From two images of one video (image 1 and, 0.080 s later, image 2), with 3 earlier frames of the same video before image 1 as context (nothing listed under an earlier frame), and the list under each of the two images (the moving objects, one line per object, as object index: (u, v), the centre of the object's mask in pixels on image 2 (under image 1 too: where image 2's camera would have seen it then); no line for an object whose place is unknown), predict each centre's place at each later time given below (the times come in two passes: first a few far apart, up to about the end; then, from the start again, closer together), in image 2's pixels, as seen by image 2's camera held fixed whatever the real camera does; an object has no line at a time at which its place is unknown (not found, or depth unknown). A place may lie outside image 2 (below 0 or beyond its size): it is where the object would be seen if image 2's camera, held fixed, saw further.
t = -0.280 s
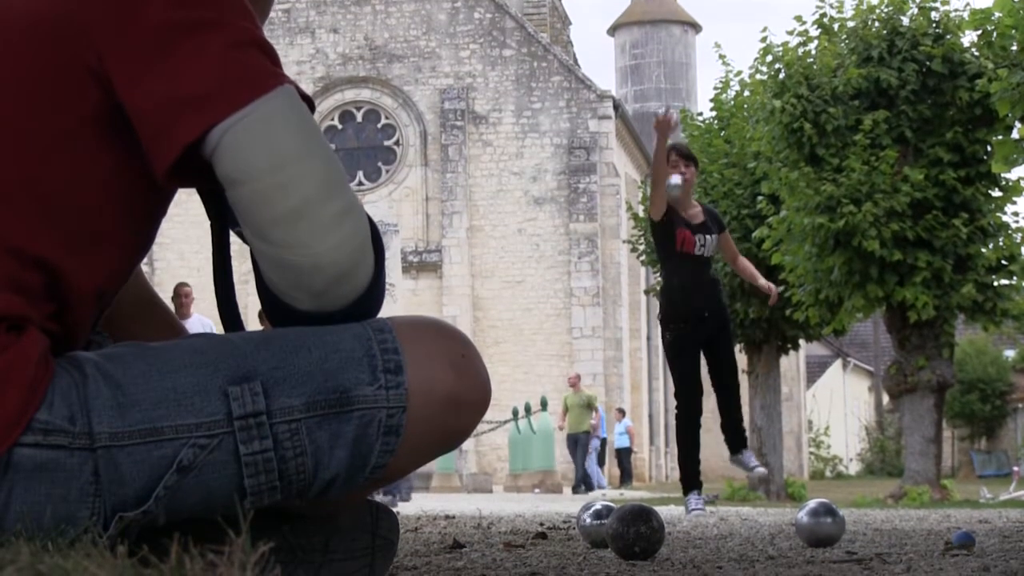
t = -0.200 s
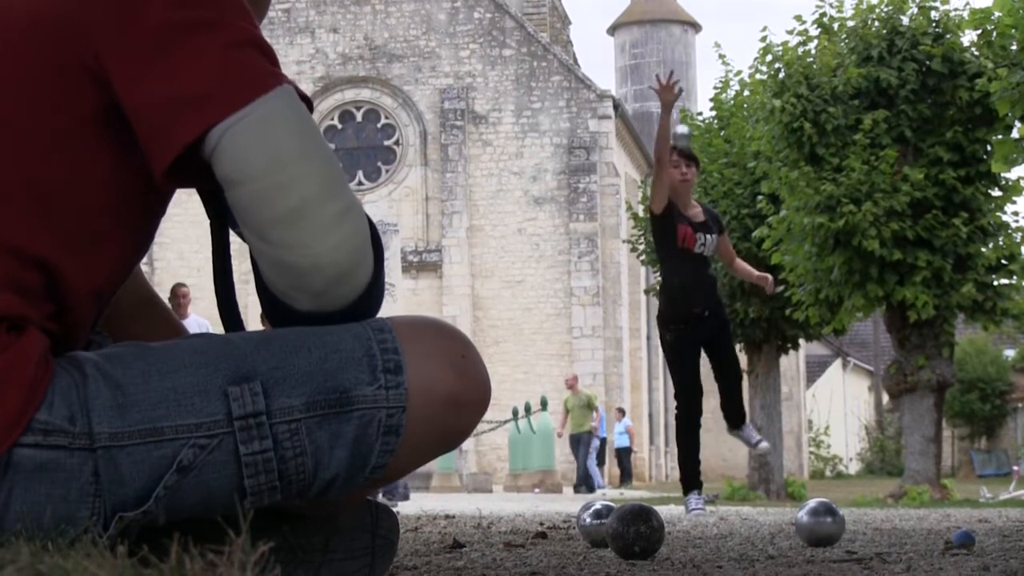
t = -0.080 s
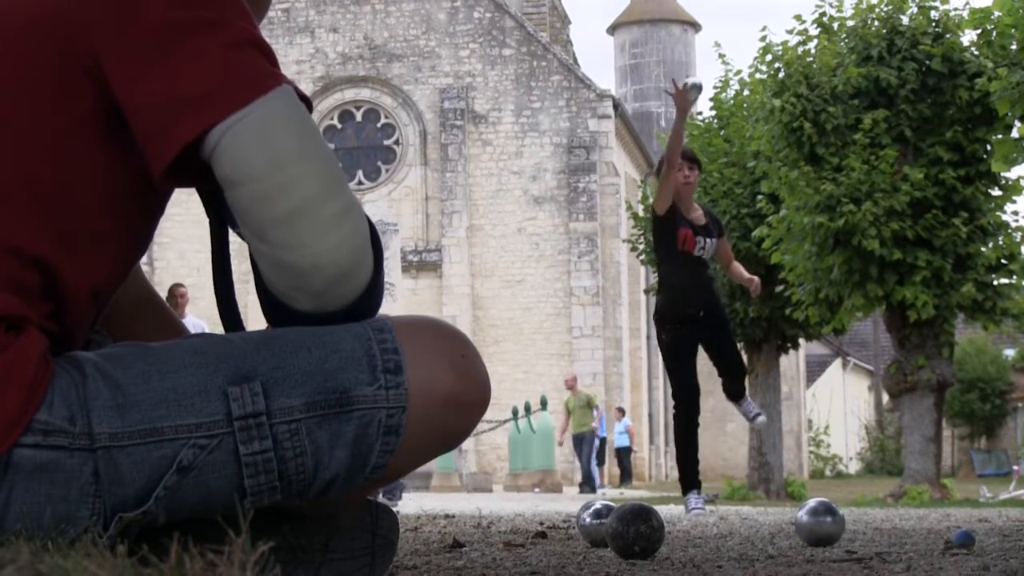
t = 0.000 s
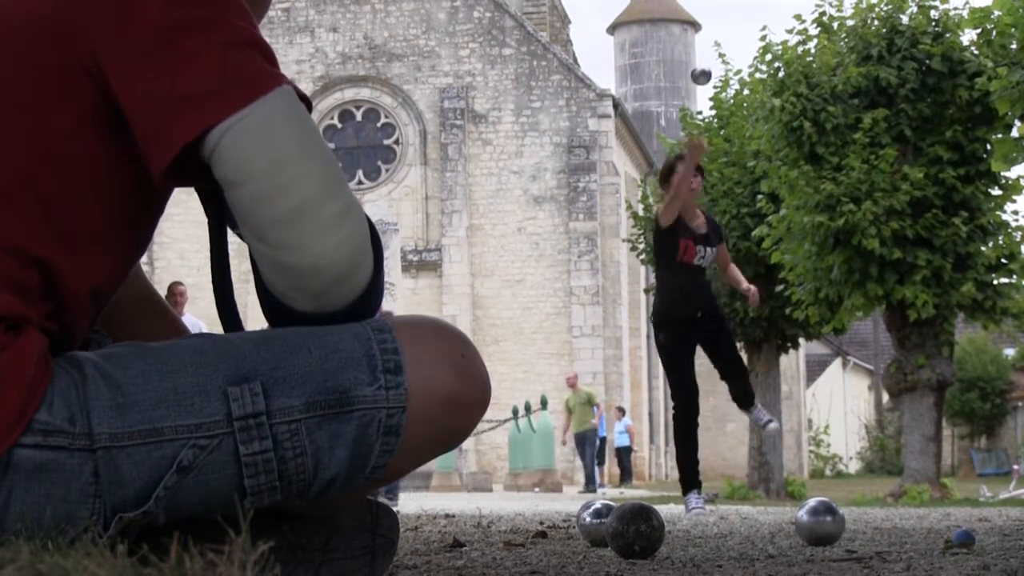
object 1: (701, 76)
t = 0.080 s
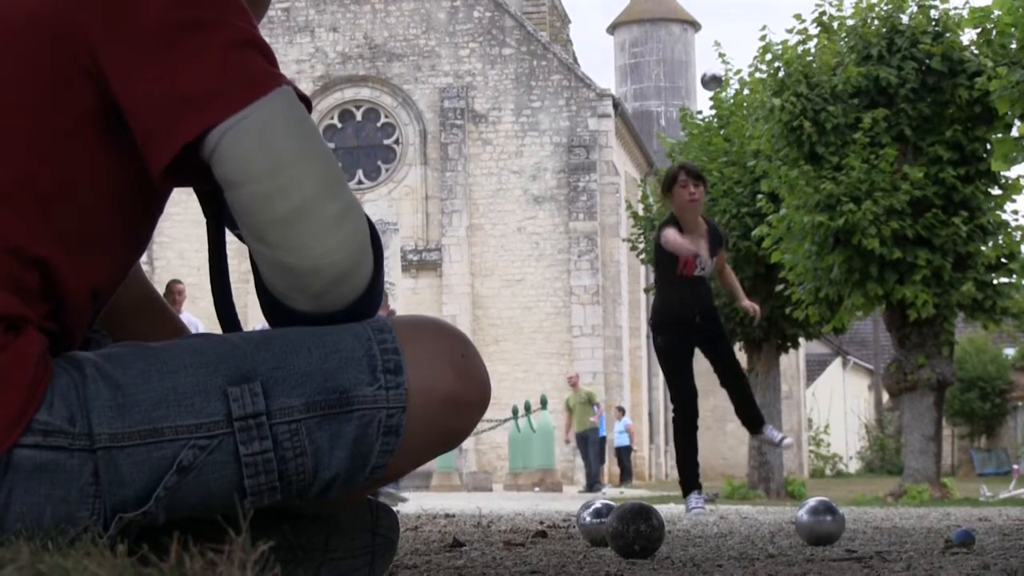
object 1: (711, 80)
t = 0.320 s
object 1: (751, 230)
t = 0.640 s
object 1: (831, 493)
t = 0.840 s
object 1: (873, 508)
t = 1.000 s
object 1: (912, 504)
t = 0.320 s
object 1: (751, 230)
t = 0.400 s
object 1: (769, 338)
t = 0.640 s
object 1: (831, 493)
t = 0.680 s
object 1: (844, 507)
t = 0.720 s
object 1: (849, 503)
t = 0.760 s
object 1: (855, 501)
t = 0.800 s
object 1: (864, 506)
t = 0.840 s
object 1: (873, 508)
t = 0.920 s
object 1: (891, 493)
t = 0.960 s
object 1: (901, 495)
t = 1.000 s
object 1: (912, 504)
